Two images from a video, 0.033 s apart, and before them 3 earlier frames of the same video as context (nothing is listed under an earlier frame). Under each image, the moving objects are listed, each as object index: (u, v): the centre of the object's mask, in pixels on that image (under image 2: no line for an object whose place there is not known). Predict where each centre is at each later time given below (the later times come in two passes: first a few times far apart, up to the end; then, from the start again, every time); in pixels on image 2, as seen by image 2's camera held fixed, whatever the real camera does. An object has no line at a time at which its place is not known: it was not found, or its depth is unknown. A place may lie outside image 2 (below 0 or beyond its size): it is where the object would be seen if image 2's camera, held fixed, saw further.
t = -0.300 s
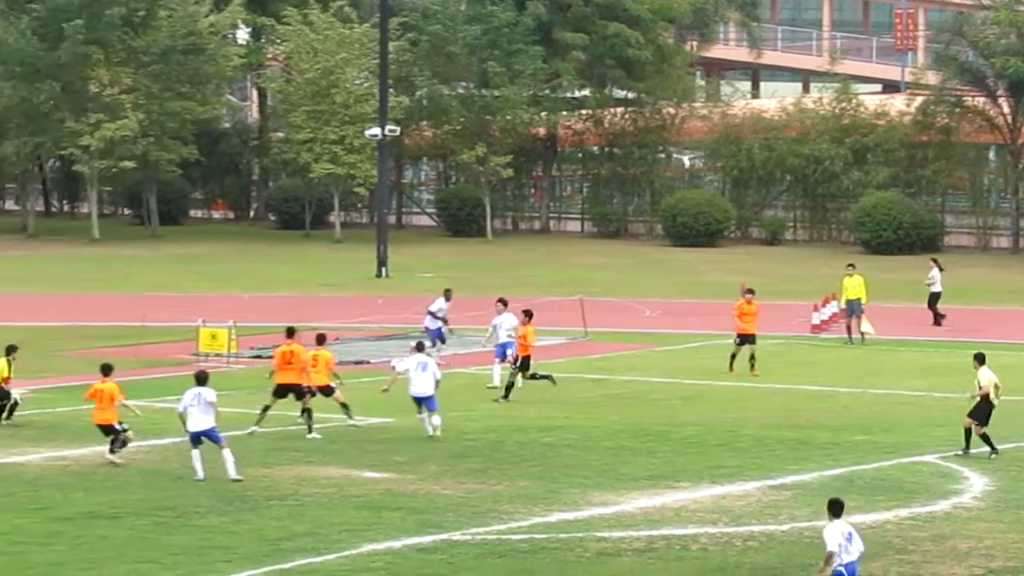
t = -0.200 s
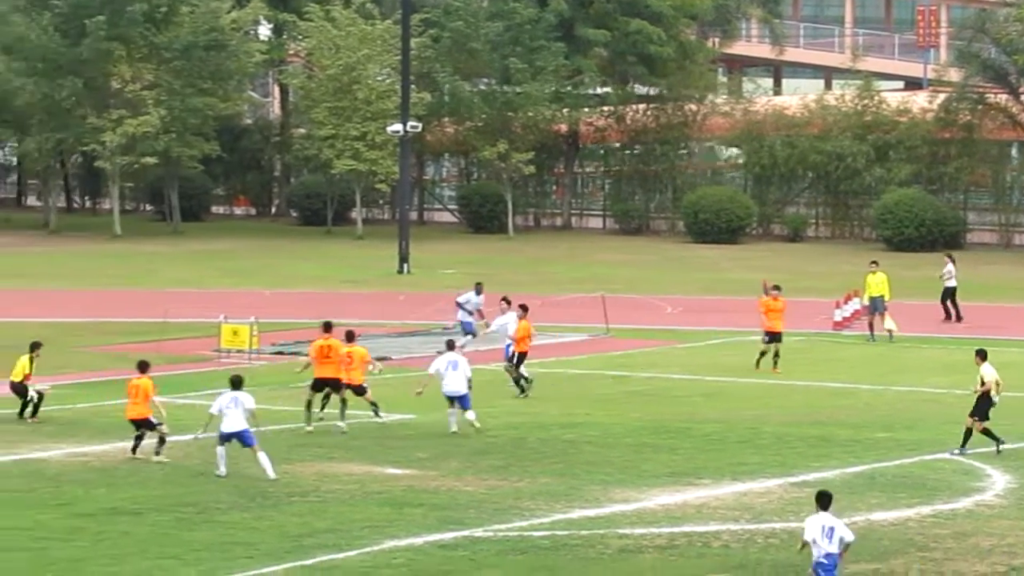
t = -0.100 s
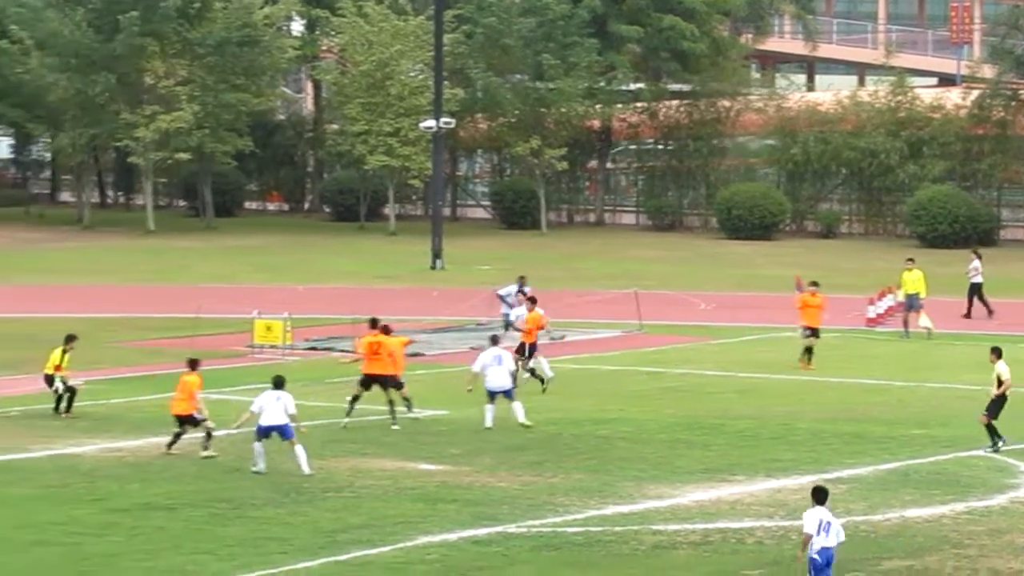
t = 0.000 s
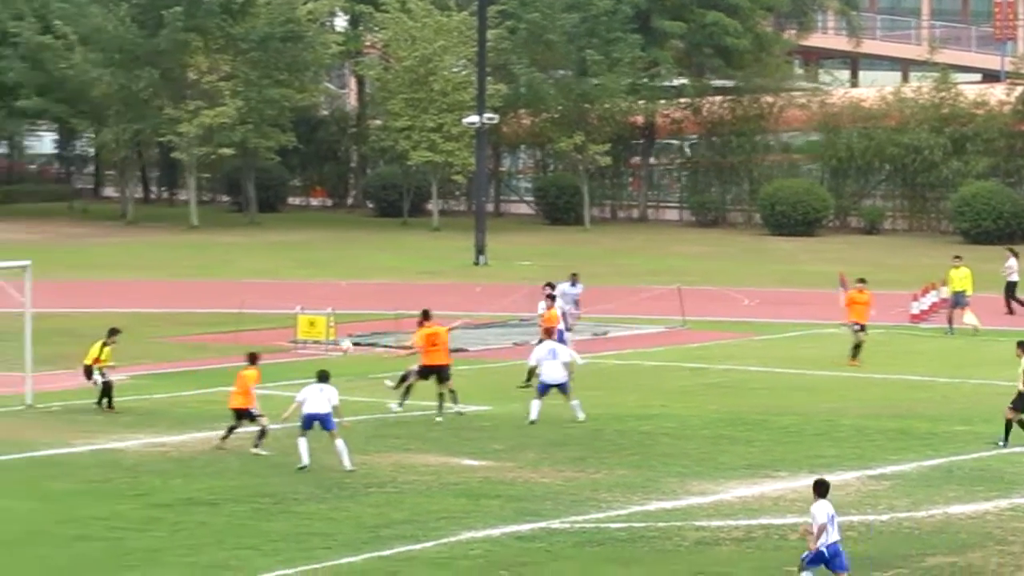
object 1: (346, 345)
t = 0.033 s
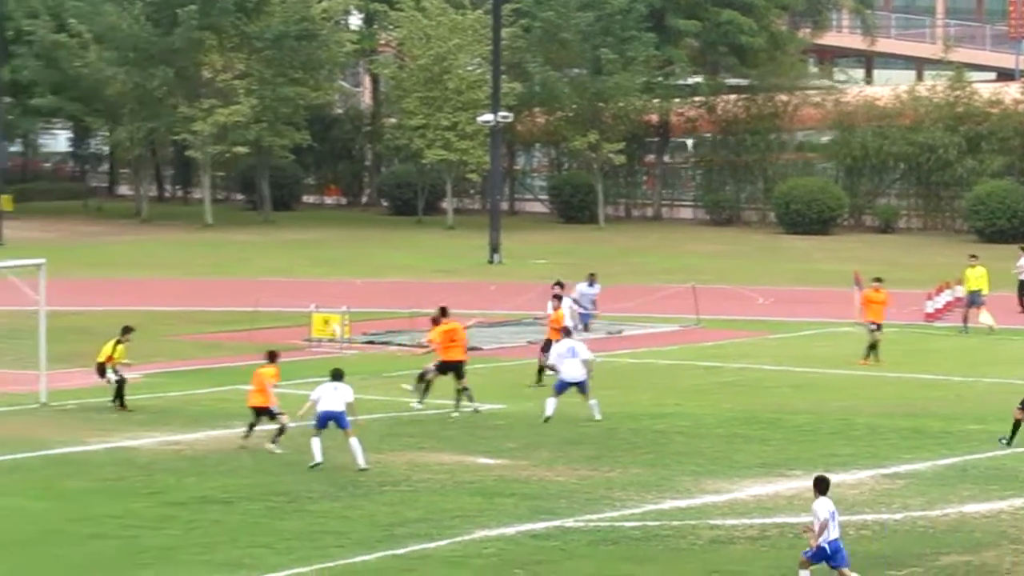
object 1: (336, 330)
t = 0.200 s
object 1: (210, 270)
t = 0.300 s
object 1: (134, 244)
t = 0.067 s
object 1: (309, 315)
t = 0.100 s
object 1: (285, 303)
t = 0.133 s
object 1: (259, 290)
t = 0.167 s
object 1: (234, 280)
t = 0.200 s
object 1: (210, 270)
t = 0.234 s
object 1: (185, 261)
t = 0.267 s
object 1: (159, 252)
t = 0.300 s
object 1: (134, 244)
